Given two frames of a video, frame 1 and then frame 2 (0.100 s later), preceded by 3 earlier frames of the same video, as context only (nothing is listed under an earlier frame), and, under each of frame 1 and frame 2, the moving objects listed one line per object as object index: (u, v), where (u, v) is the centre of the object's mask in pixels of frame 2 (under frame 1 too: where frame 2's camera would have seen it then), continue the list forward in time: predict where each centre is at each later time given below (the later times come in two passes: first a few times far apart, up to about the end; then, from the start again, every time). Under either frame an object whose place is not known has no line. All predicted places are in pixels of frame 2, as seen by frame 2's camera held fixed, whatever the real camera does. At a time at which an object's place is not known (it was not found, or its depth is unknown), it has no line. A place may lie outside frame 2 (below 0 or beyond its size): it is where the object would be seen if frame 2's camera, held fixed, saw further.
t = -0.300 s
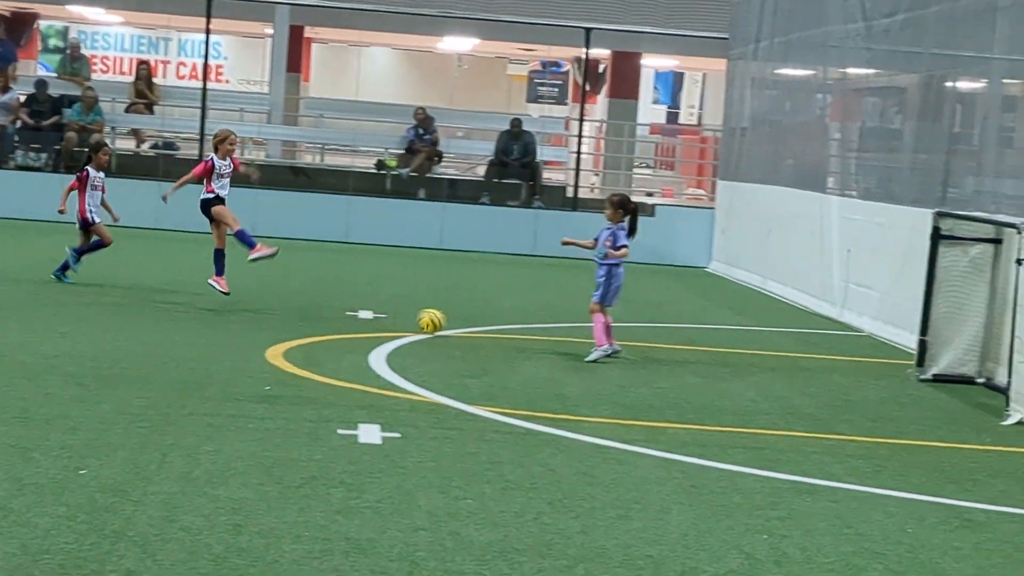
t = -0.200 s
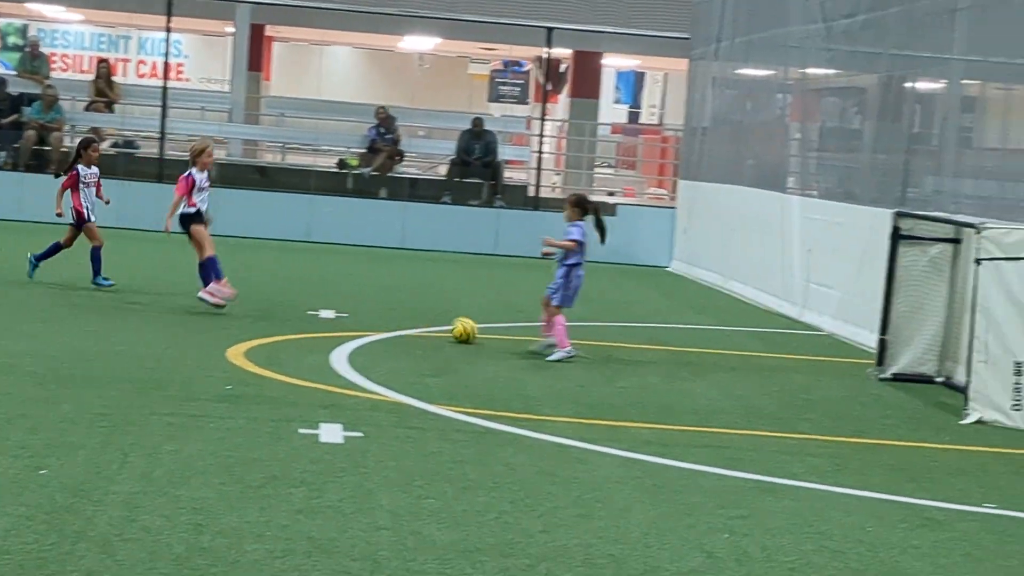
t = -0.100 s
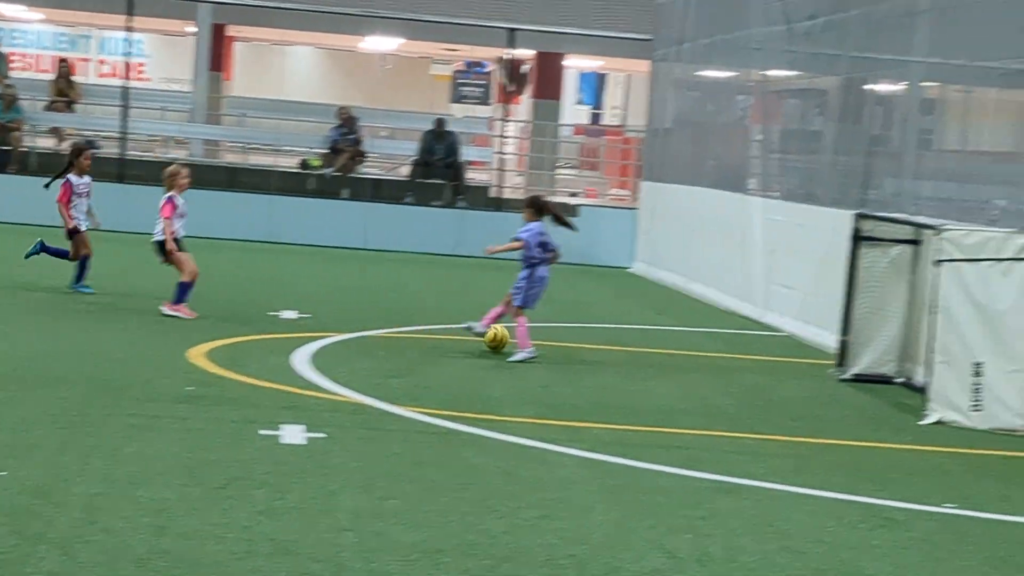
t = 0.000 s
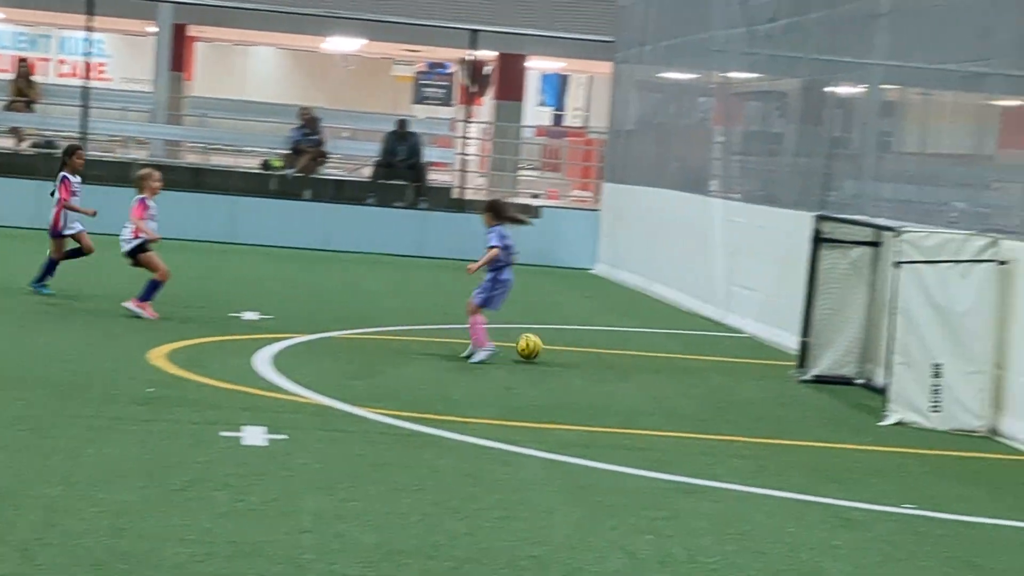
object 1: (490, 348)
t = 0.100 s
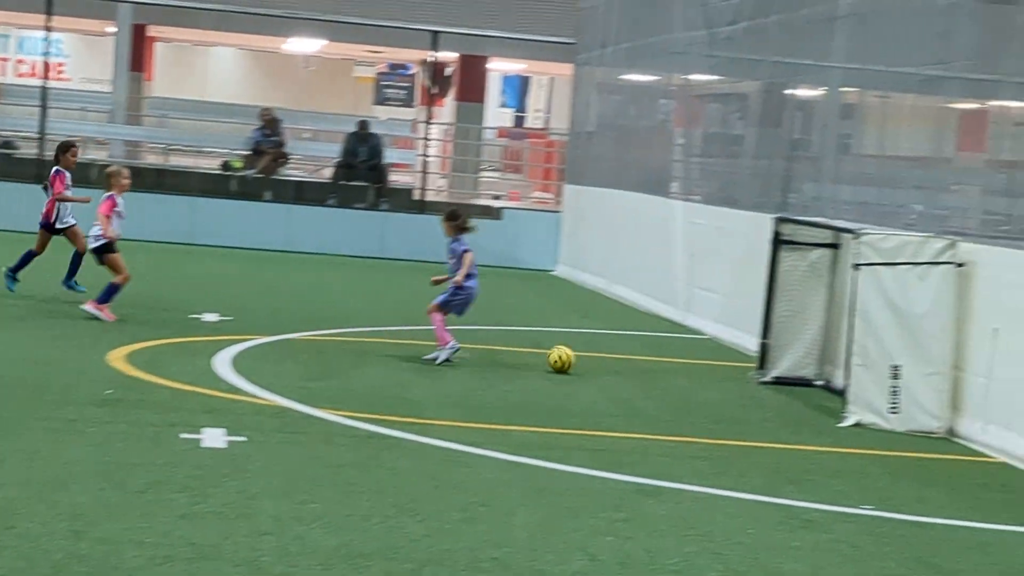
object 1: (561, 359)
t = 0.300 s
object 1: (706, 378)
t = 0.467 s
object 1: (830, 393)
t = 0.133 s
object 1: (585, 361)
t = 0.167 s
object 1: (609, 365)
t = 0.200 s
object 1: (632, 368)
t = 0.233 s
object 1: (657, 371)
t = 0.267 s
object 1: (681, 373)
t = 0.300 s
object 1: (706, 378)
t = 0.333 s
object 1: (731, 380)
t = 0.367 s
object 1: (755, 383)
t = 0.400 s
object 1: (781, 387)
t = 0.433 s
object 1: (806, 391)
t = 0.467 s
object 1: (830, 393)
